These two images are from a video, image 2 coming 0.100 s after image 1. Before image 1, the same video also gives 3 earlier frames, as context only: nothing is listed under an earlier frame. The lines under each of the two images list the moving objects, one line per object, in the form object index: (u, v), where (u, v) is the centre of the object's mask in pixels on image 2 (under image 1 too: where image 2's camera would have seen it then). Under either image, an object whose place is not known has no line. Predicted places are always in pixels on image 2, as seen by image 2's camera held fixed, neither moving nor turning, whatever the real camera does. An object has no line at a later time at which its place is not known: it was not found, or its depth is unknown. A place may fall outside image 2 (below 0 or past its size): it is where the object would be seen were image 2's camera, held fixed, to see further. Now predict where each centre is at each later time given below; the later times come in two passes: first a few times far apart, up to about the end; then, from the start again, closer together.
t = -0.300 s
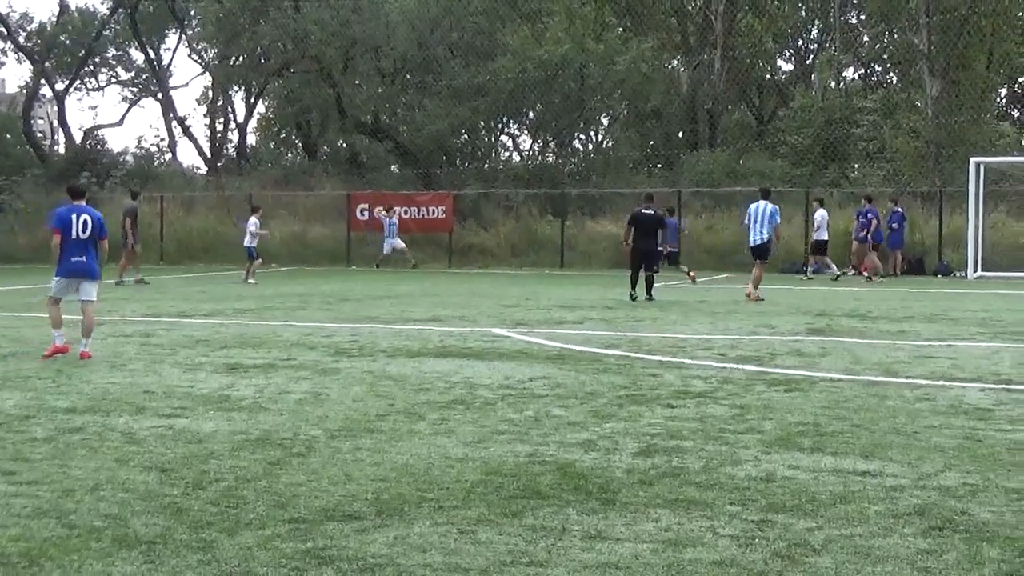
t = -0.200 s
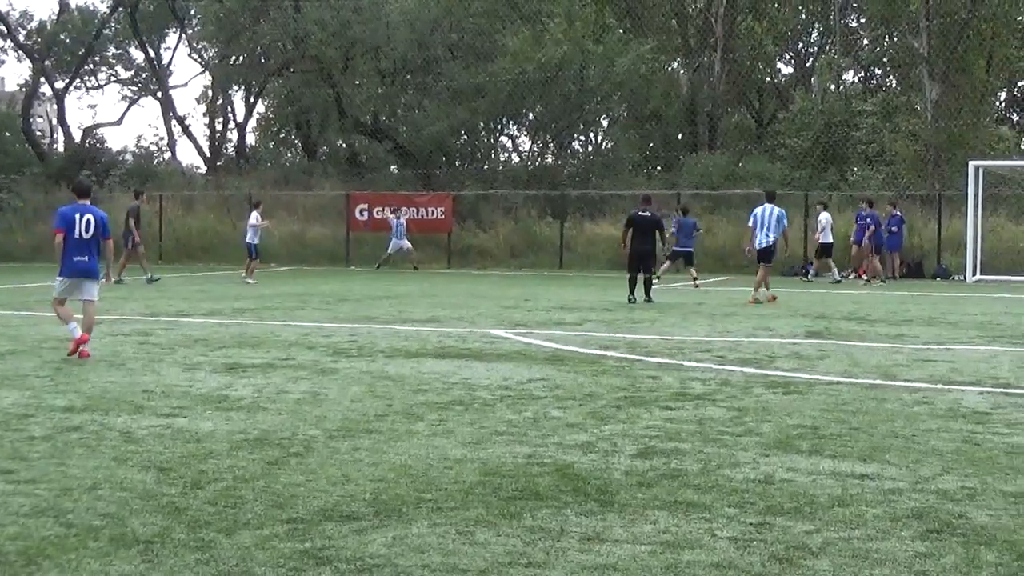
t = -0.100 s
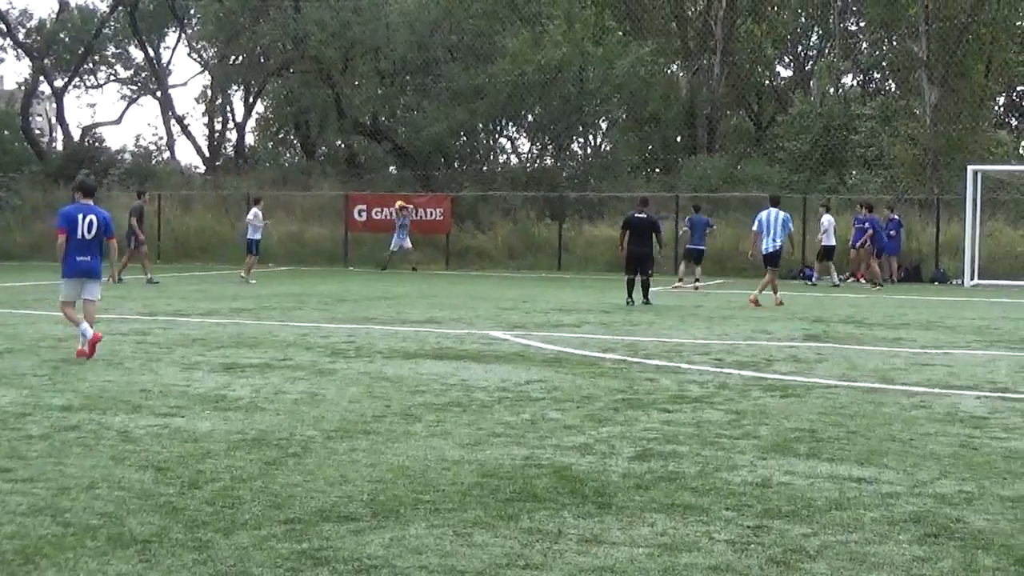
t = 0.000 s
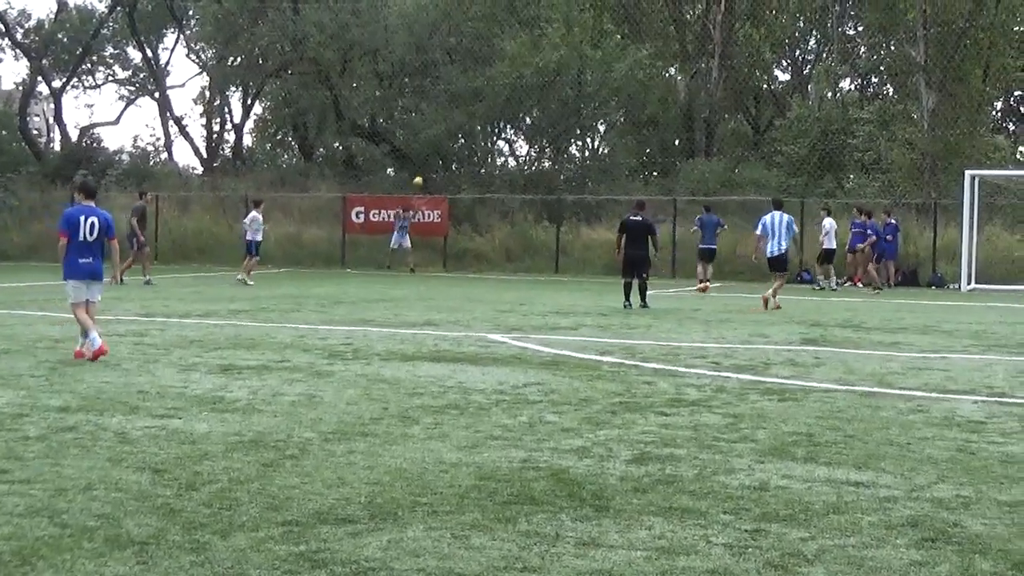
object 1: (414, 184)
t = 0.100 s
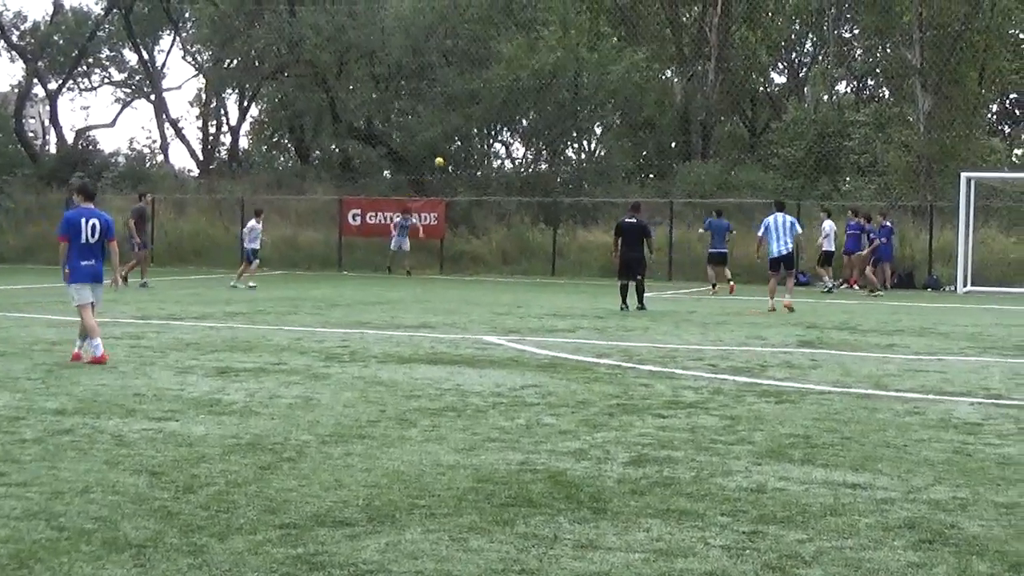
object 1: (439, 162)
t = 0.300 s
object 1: (492, 130)
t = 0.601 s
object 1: (584, 115)
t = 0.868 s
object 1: (682, 144)
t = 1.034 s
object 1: (753, 189)
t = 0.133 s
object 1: (447, 155)
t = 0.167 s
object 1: (456, 149)
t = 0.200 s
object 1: (465, 144)
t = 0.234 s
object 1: (474, 139)
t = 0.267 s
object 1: (483, 135)
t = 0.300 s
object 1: (492, 130)
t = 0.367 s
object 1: (511, 123)
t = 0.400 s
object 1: (521, 120)
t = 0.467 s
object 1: (542, 116)
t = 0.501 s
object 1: (552, 115)
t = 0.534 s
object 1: (562, 114)
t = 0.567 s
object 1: (573, 115)
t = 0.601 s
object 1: (584, 115)
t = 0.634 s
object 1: (596, 116)
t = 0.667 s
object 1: (608, 118)
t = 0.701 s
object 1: (619, 120)
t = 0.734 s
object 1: (631, 124)
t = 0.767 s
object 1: (644, 128)
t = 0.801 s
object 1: (657, 133)
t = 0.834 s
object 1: (670, 139)
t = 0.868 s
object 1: (682, 144)
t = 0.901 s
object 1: (696, 152)
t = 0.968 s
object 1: (724, 168)
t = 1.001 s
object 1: (739, 177)
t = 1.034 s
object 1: (753, 189)
